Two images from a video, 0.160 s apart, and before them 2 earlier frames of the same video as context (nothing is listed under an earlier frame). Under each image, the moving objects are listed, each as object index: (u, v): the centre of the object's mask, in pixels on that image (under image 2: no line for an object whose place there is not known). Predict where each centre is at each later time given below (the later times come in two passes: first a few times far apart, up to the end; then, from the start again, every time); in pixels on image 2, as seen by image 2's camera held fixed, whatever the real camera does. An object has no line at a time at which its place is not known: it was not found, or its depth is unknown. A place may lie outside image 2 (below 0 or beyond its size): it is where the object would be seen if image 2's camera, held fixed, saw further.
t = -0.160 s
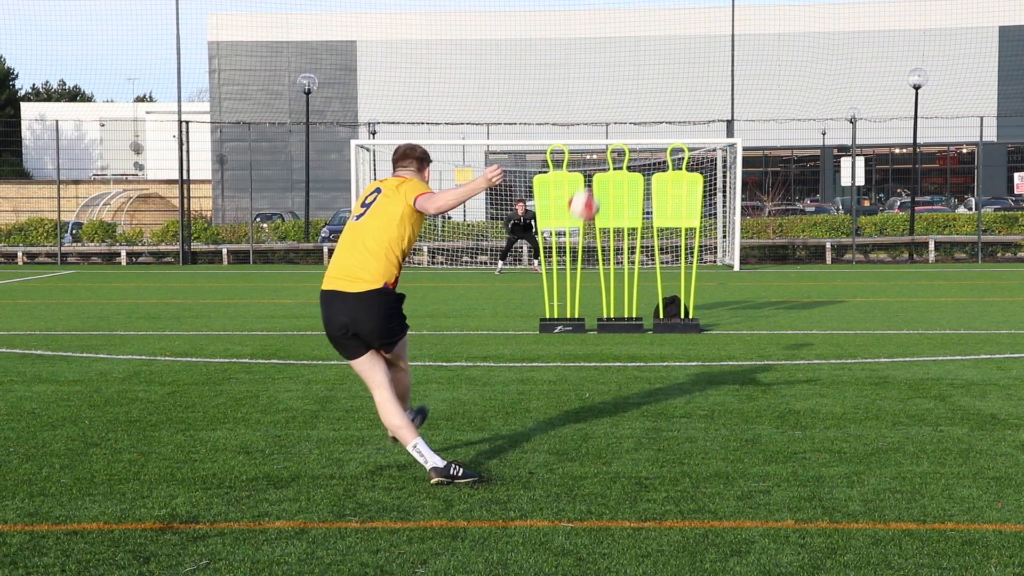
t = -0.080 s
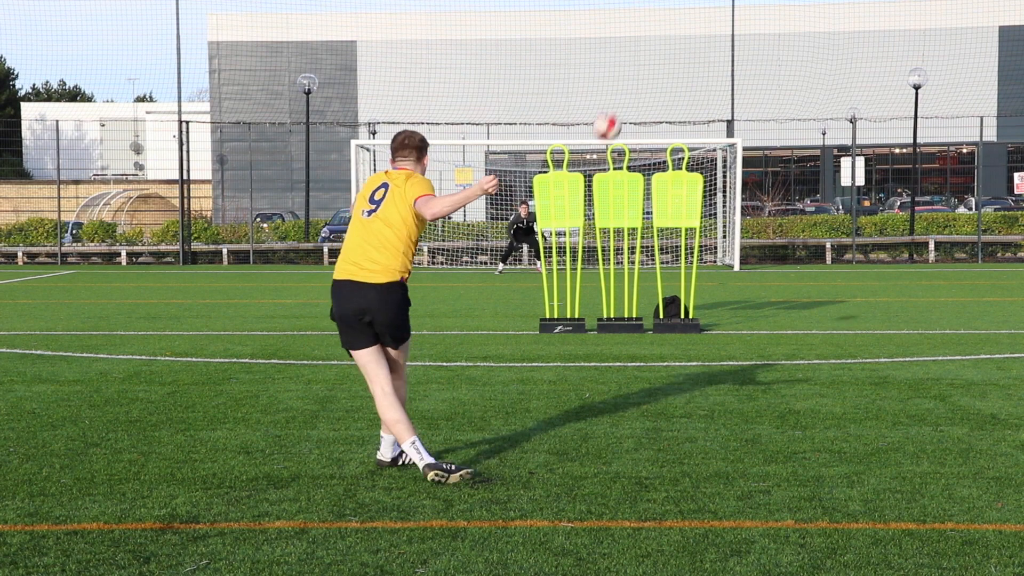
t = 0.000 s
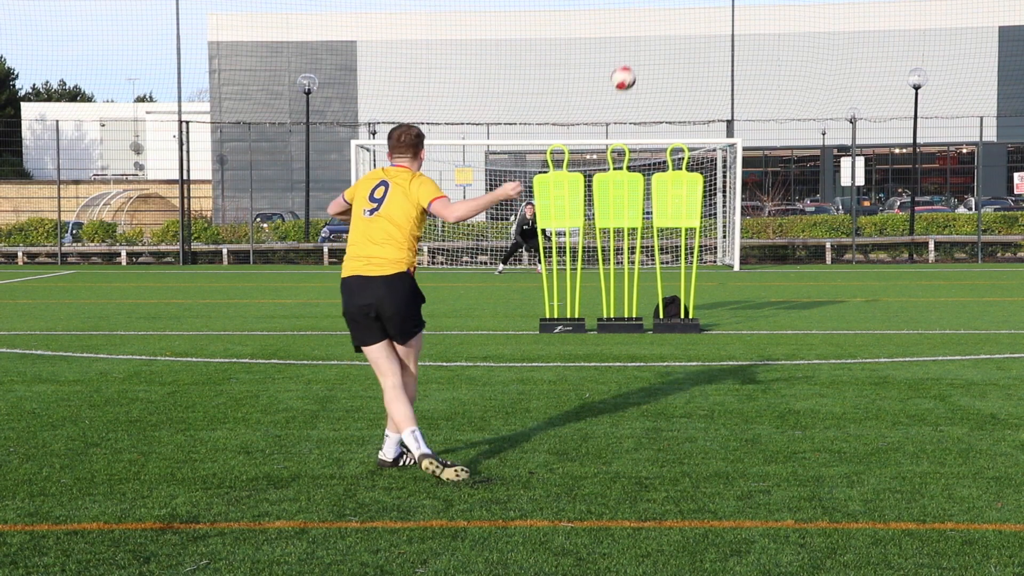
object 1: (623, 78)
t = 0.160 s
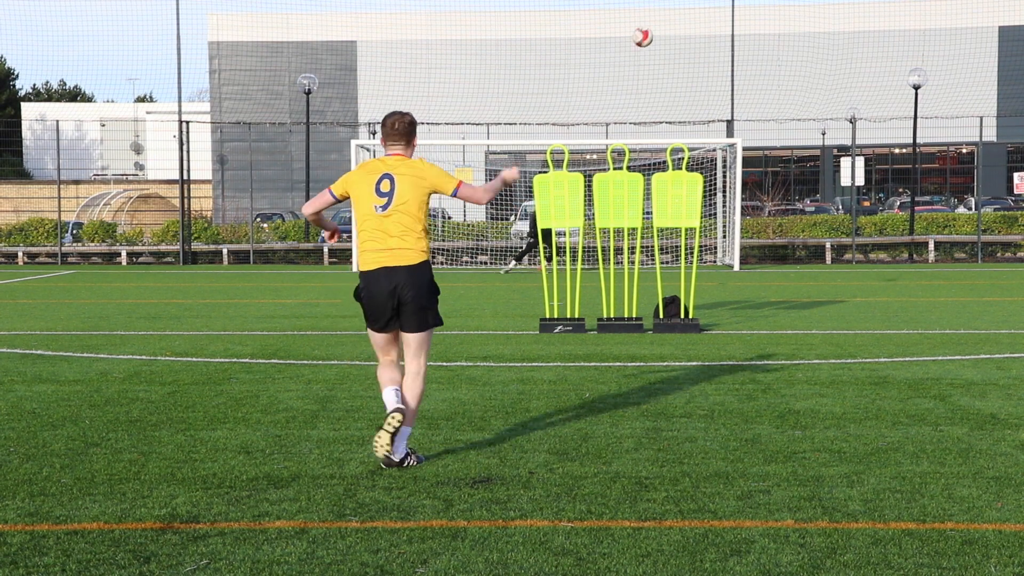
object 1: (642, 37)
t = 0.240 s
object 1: (648, 34)
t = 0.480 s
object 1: (655, 60)
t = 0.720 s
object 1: (653, 121)
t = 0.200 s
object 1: (646, 34)
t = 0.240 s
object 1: (648, 34)
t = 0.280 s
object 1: (649, 35)
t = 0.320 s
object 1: (651, 37)
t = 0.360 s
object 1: (653, 41)
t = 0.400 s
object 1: (654, 47)
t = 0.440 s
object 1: (655, 52)
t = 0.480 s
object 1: (655, 60)
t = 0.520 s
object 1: (655, 68)
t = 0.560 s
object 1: (655, 77)
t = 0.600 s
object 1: (655, 87)
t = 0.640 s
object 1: (655, 98)
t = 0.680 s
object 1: (654, 109)
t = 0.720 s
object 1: (653, 121)
